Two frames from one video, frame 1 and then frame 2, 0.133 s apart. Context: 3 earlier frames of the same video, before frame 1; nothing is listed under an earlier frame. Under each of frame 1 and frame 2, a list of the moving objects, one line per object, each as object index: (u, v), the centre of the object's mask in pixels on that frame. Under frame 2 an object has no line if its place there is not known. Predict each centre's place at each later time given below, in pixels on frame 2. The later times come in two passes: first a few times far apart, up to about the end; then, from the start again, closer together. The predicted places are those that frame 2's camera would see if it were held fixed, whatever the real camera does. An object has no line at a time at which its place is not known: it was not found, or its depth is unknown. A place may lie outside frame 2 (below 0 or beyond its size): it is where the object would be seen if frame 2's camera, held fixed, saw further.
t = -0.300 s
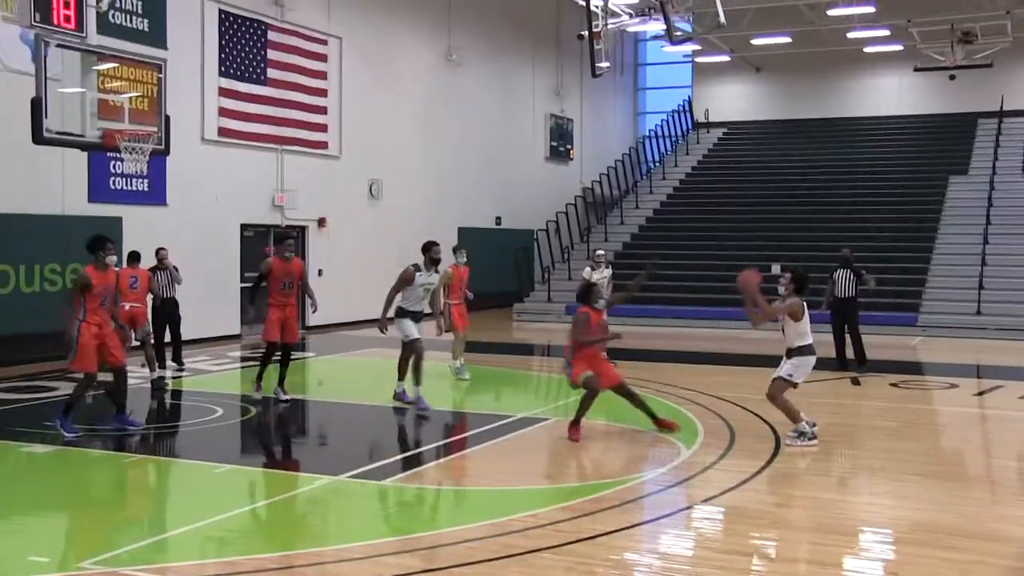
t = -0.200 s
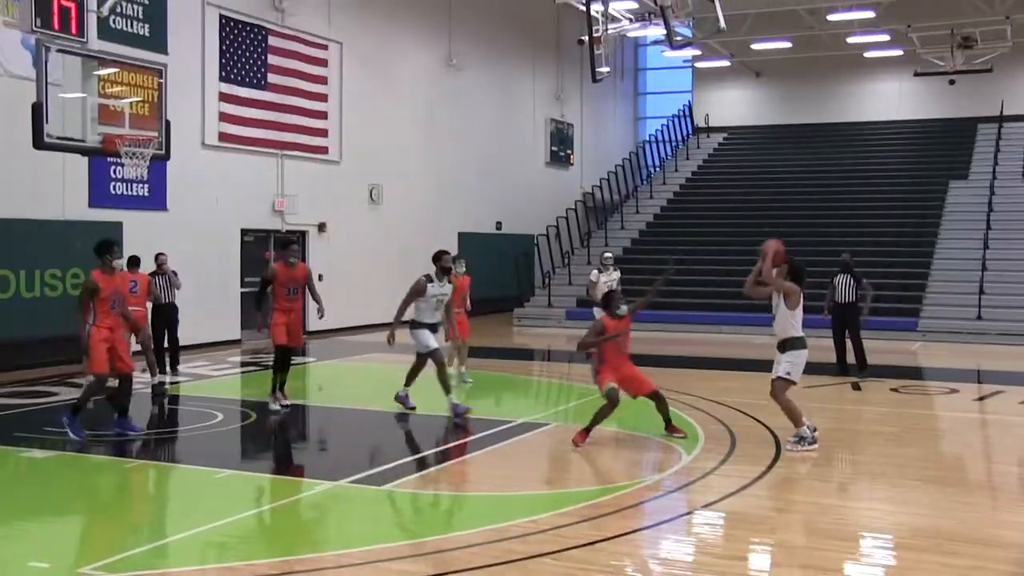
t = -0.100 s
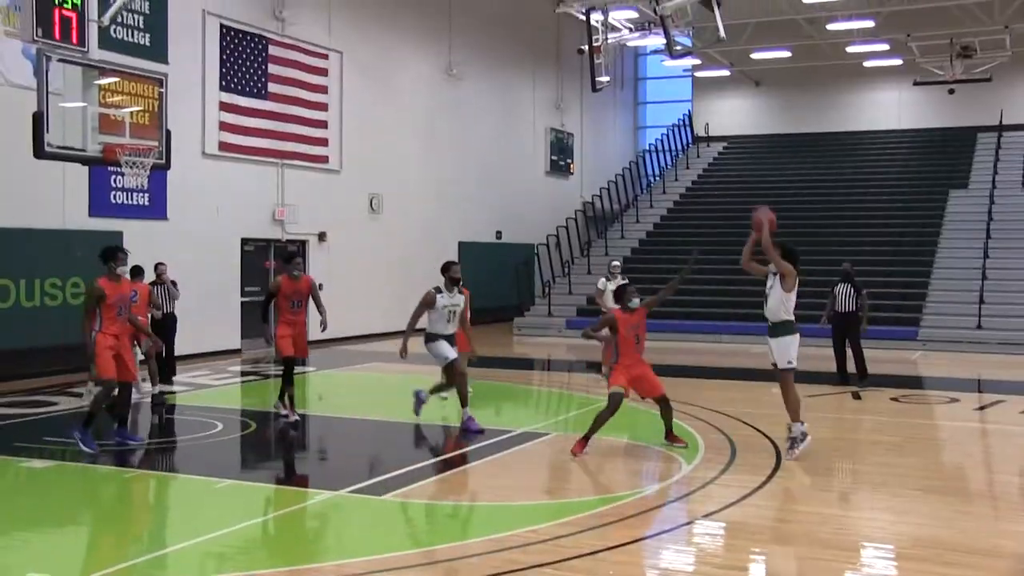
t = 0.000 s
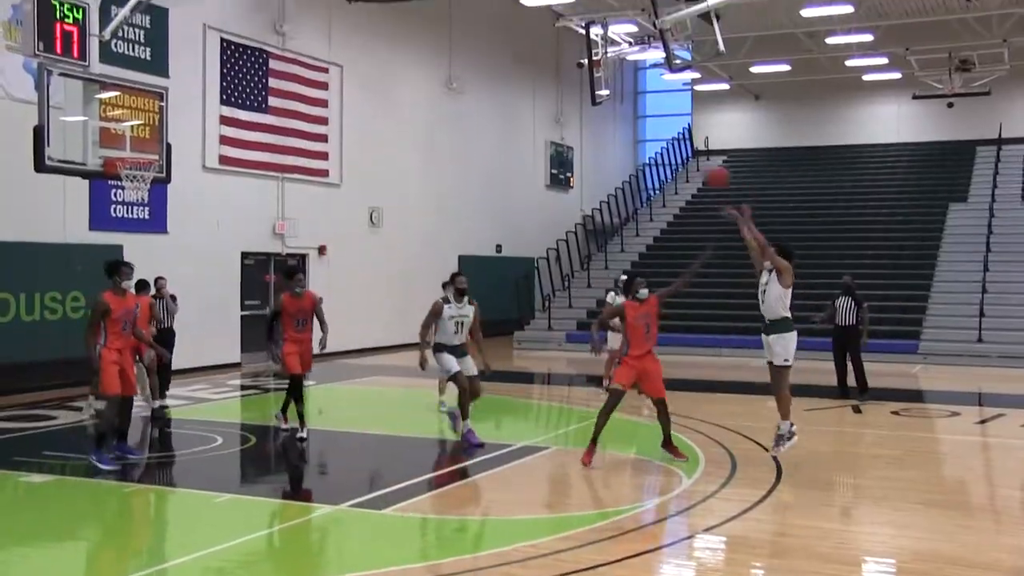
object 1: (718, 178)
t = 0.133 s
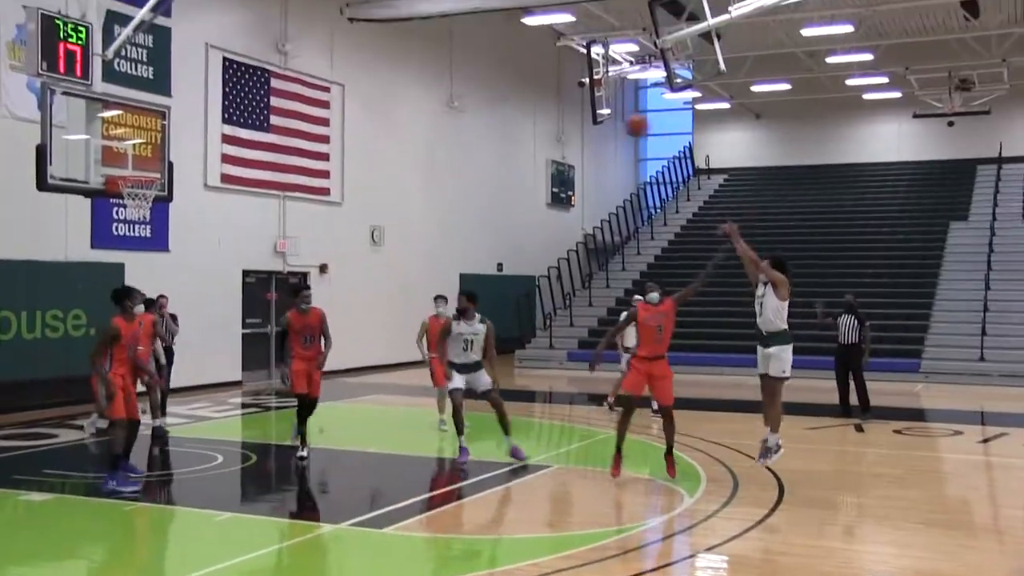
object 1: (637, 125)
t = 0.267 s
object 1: (559, 76)
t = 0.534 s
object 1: (416, 33)
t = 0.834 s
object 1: (265, 63)
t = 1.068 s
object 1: (155, 143)
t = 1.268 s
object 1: (160, 153)
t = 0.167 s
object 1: (618, 111)
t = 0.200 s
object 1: (597, 97)
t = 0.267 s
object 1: (559, 76)
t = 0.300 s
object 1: (541, 67)
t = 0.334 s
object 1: (523, 59)
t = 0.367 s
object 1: (504, 52)
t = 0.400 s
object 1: (487, 46)
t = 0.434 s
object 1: (469, 41)
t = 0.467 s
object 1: (451, 36)
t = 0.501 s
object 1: (434, 34)
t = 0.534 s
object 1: (416, 33)
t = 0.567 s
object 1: (399, 31)
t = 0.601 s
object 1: (382, 33)
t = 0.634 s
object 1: (364, 35)
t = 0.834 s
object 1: (265, 63)
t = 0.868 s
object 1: (250, 72)
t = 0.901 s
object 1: (234, 81)
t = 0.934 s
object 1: (218, 92)
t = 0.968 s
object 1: (202, 102)
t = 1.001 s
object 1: (186, 115)
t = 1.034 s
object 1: (170, 128)
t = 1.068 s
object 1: (155, 143)
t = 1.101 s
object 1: (140, 161)
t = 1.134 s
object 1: (124, 173)
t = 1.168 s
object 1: (133, 171)
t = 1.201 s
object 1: (144, 167)
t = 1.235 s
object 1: (151, 161)
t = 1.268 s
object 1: (160, 153)
